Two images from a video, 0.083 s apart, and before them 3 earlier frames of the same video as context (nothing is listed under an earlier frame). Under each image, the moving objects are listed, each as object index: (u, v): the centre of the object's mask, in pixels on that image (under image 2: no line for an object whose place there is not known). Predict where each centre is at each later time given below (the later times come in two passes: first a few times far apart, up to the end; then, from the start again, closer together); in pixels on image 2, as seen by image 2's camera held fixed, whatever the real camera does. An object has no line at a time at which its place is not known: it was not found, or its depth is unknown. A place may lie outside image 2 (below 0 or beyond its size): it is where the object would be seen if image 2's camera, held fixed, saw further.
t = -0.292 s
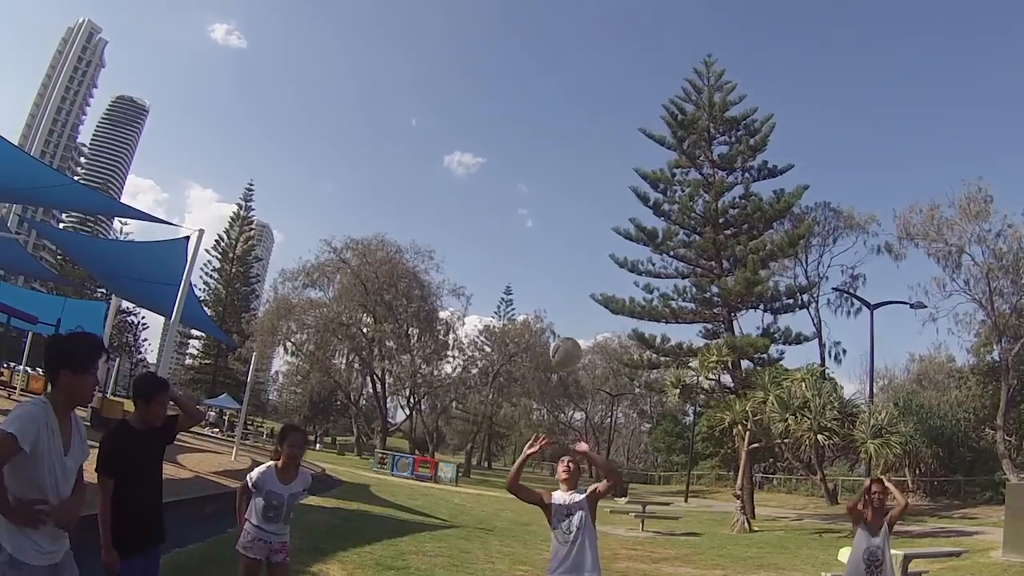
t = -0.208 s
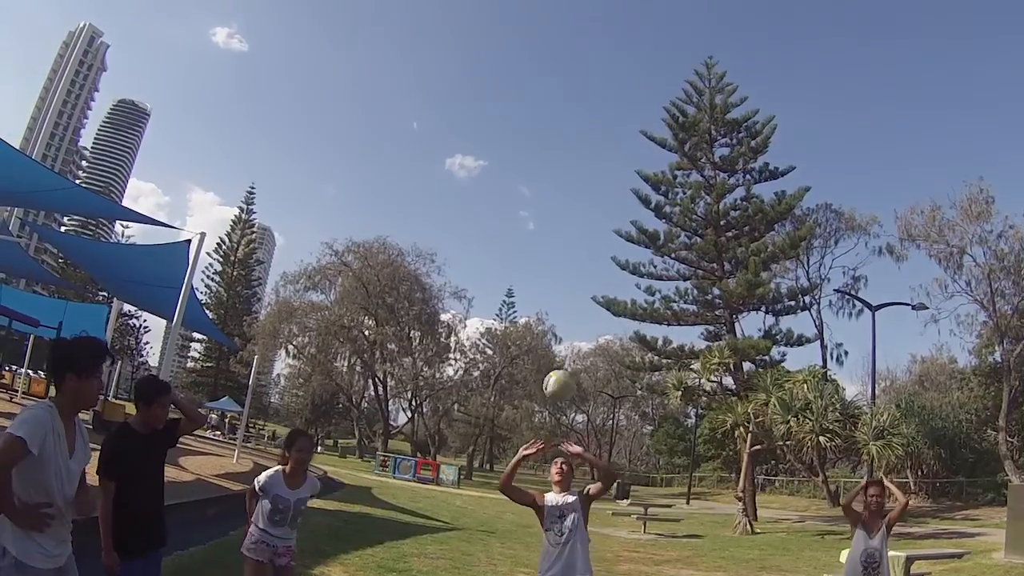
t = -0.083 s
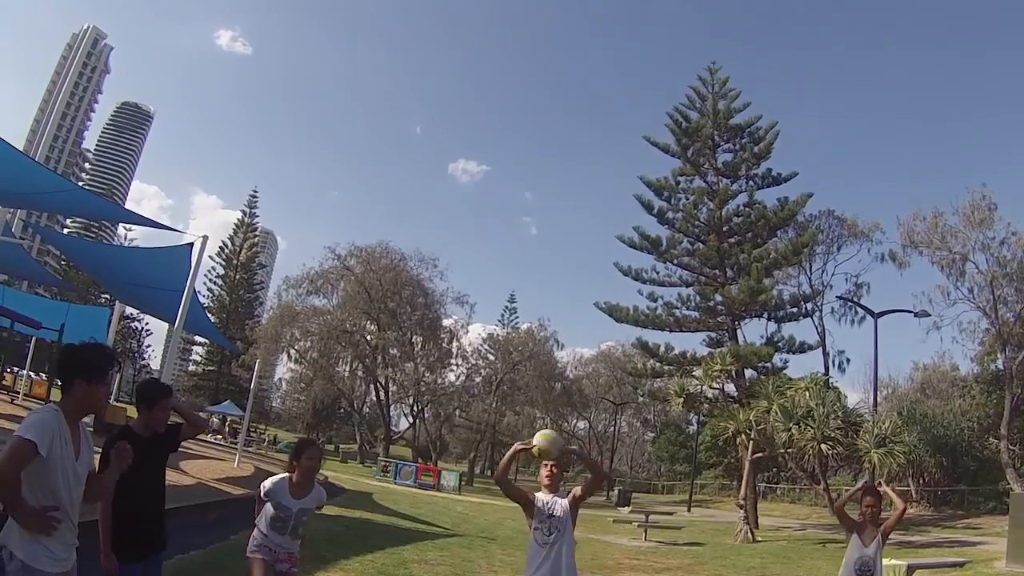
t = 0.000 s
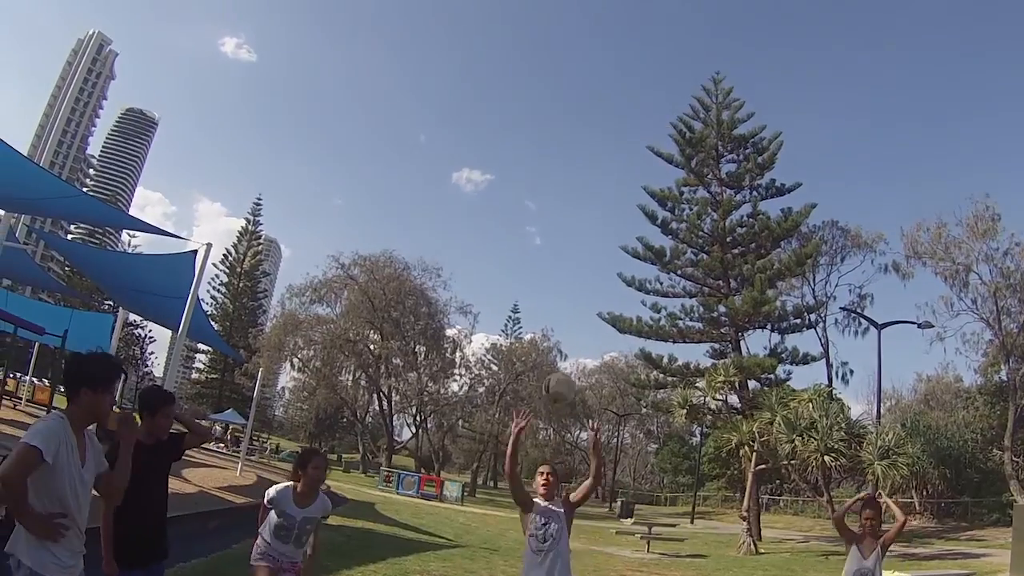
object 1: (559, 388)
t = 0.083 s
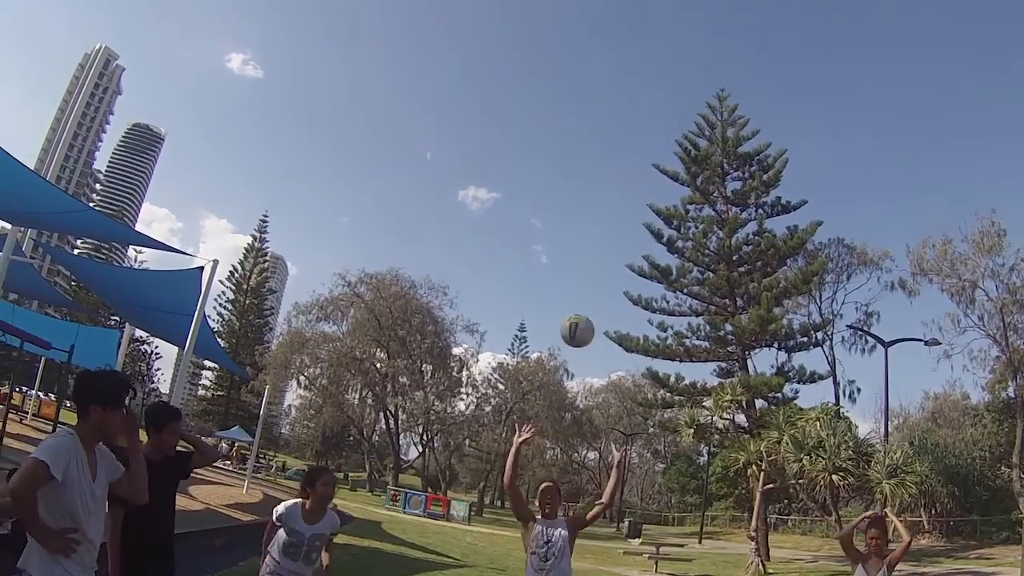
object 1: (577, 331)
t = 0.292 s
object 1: (608, 168)
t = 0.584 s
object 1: (631, -24)
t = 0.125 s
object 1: (586, 297)
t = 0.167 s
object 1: (592, 262)
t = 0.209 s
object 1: (599, 229)
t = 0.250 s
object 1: (604, 198)
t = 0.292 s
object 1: (608, 168)
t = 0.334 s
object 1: (610, 138)
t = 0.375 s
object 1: (613, 108)
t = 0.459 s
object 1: (624, 48)
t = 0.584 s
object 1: (631, -24)
